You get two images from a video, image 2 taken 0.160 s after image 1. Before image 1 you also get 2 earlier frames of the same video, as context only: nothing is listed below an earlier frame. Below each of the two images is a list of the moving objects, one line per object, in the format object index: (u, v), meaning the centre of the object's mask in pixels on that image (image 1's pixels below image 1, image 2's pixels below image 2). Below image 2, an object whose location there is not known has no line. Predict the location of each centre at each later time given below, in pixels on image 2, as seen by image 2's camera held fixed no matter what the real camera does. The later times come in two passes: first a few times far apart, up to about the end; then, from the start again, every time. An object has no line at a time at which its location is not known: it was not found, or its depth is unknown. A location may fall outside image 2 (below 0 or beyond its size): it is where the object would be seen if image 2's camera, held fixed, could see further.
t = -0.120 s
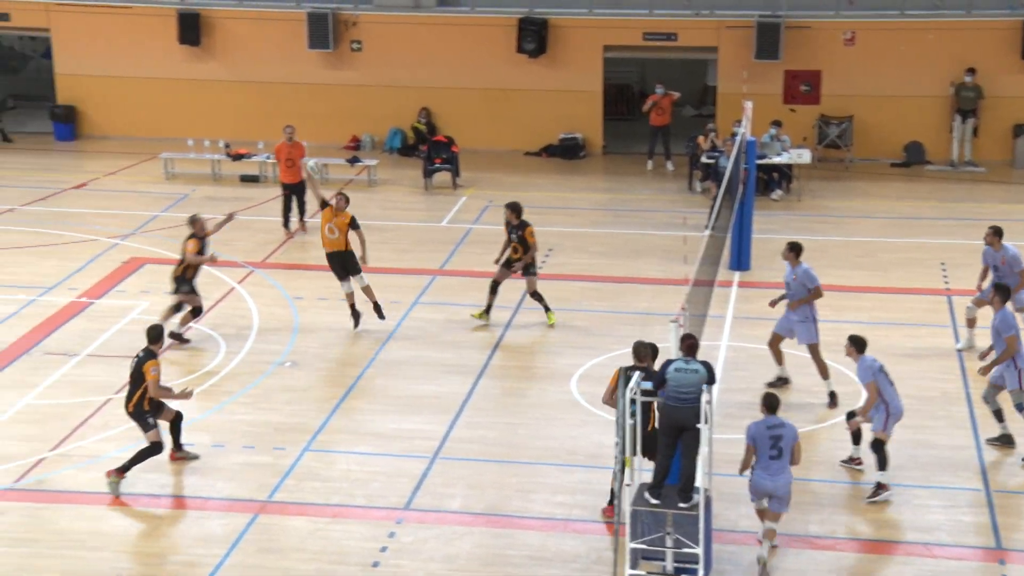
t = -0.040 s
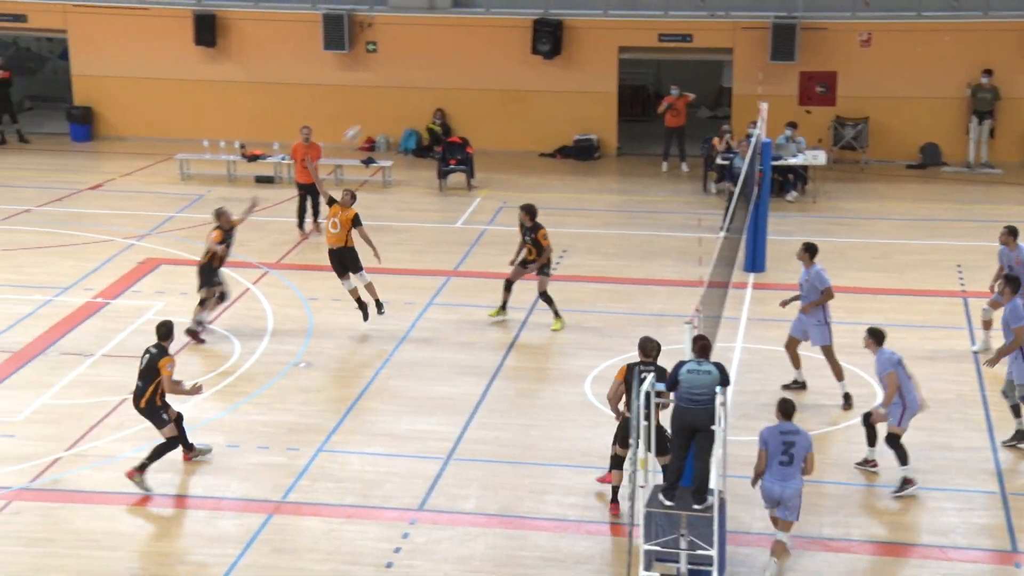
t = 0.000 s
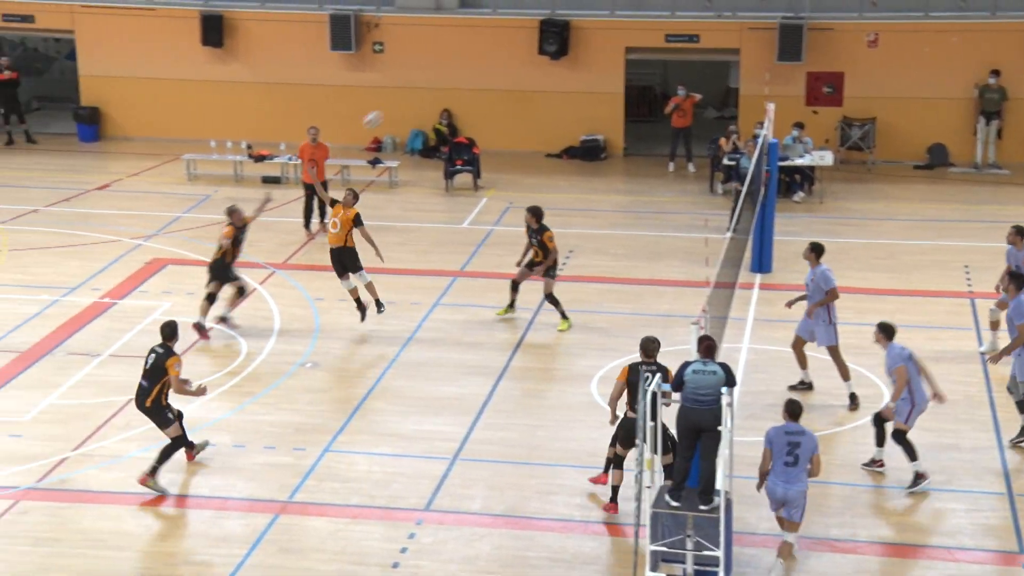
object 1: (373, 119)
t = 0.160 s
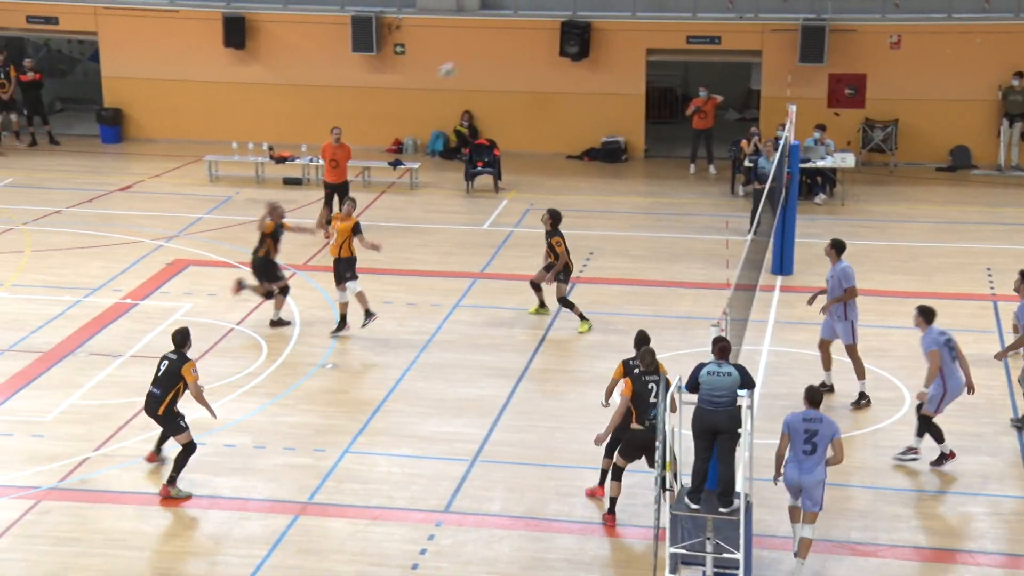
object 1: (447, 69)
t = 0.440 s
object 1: (540, 27)
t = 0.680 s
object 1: (615, 35)
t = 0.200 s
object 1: (460, 60)
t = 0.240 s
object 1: (473, 52)
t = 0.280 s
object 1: (486, 45)
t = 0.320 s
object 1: (500, 39)
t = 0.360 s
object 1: (514, 33)
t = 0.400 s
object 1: (526, 30)
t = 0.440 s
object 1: (540, 27)
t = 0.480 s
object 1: (552, 26)
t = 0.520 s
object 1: (566, 26)
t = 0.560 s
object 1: (578, 27)
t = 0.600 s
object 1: (590, 28)
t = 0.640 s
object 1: (603, 31)
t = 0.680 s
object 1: (615, 35)
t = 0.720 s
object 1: (627, 40)
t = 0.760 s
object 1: (639, 46)
